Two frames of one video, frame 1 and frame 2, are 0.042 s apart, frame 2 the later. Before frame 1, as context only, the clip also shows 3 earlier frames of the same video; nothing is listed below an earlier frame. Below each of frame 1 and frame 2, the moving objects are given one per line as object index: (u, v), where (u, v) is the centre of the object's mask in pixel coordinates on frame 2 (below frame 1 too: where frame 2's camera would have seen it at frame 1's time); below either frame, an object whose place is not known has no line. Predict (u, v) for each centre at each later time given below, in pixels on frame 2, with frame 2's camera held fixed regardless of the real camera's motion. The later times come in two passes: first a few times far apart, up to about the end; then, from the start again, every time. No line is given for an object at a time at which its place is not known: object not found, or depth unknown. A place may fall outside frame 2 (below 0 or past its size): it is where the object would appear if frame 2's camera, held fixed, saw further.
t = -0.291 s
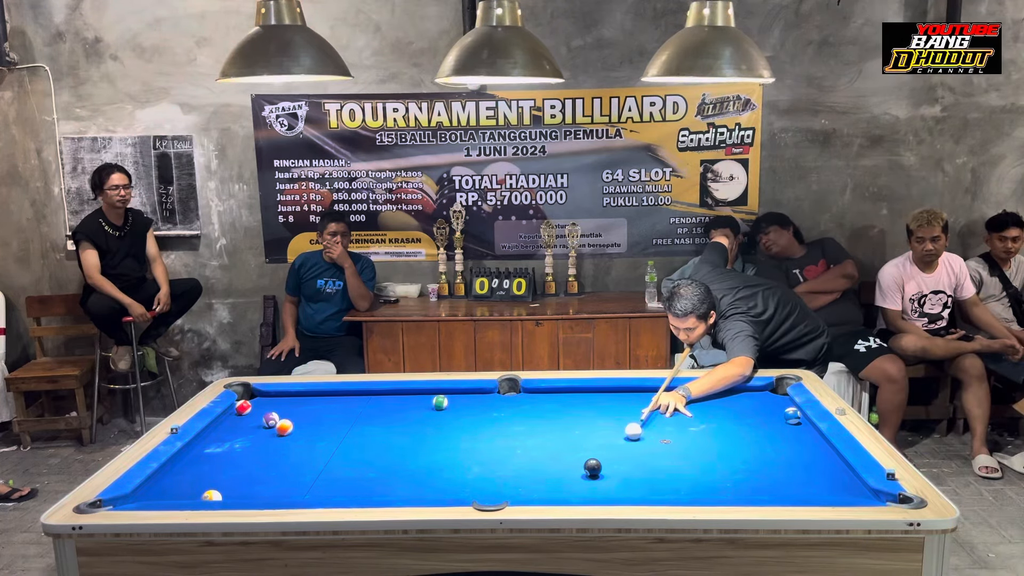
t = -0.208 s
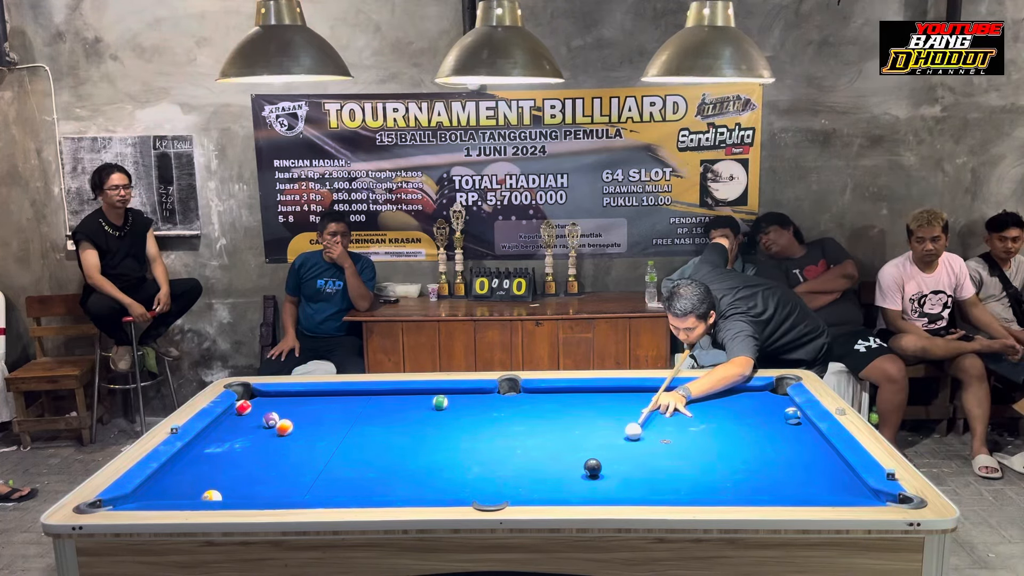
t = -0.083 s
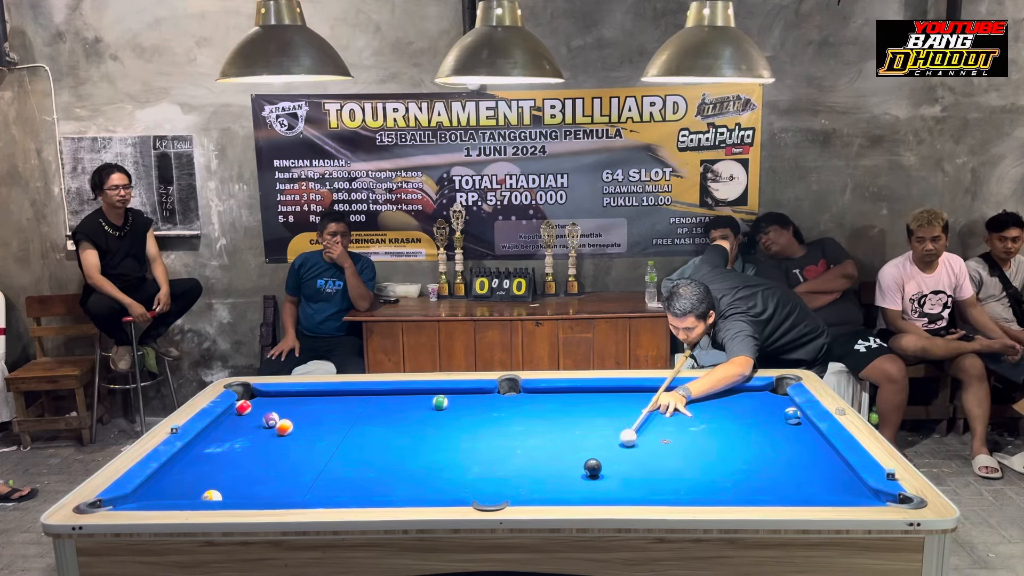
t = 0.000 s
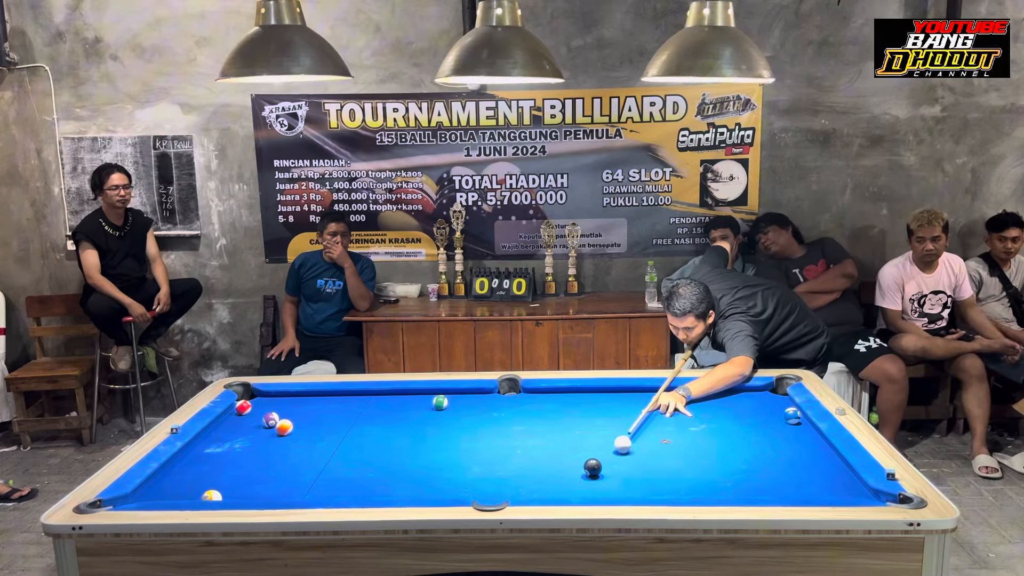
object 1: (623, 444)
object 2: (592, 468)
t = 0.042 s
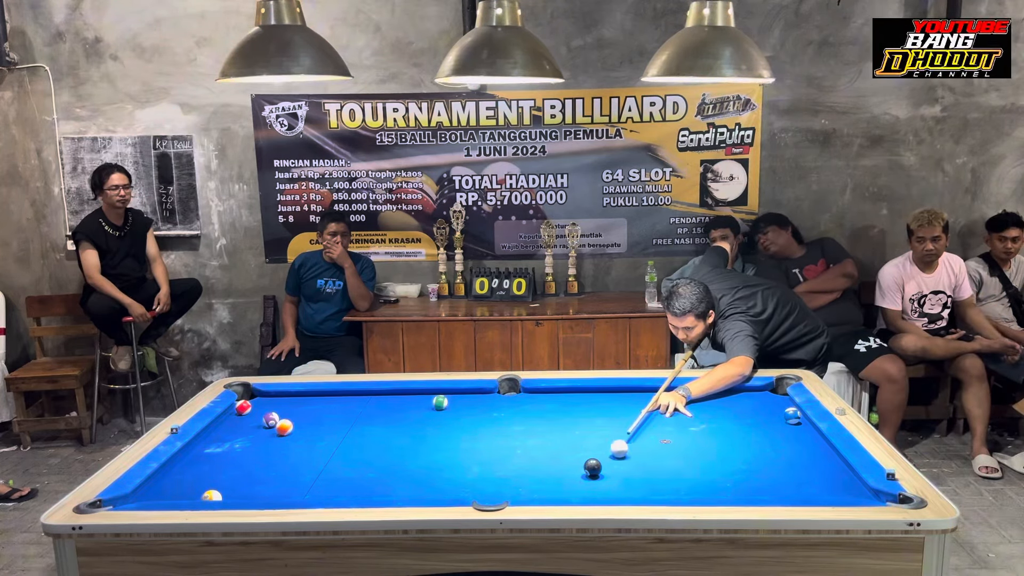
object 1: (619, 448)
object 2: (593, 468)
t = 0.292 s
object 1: (612, 467)
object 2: (582, 471)
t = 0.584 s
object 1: (627, 483)
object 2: (555, 479)
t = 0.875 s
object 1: (639, 491)
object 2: (527, 487)
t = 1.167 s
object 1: (645, 486)
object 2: (501, 495)
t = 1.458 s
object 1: (649, 479)
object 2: (485, 499)
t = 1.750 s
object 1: (652, 474)
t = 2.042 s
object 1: (655, 470)
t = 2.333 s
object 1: (656, 467)
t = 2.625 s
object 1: (656, 464)
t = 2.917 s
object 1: (655, 463)
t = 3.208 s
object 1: (654, 463)
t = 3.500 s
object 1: (654, 463)
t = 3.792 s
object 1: (654, 463)
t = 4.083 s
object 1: (654, 462)
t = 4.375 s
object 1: (654, 462)
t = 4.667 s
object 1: (654, 463)
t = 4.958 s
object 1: (654, 463)
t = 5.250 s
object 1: (654, 463)
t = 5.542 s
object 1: (654, 463)
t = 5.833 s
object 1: (654, 463)
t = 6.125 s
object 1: (654, 463)
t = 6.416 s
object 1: (654, 463)
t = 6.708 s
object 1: (654, 463)
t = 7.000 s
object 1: (654, 463)
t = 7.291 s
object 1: (654, 463)
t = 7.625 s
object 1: (654, 463)
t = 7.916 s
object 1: (654, 463)
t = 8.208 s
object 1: (654, 463)
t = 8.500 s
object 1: (654, 463)
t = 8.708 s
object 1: (654, 463)
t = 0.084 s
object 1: (617, 451)
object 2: (593, 468)
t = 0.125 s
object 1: (613, 456)
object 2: (593, 468)
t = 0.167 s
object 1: (611, 458)
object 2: (592, 468)
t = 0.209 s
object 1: (608, 463)
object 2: (592, 468)
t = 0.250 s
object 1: (610, 465)
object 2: (588, 469)
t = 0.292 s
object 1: (612, 467)
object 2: (582, 471)
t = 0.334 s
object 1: (614, 469)
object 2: (579, 472)
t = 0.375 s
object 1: (617, 472)
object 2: (574, 473)
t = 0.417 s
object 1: (618, 474)
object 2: (571, 474)
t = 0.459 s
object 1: (621, 476)
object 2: (566, 476)
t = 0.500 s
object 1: (622, 478)
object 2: (563, 477)
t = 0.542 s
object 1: (625, 481)
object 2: (558, 478)
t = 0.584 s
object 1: (627, 483)
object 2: (555, 479)
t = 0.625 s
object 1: (629, 486)
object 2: (550, 481)
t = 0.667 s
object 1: (630, 487)
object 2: (547, 482)
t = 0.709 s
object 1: (633, 489)
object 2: (542, 484)
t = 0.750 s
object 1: (634, 490)
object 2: (540, 484)
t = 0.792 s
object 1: (637, 491)
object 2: (535, 486)
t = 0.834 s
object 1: (638, 492)
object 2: (532, 486)
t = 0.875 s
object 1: (639, 491)
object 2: (527, 487)
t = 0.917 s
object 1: (640, 490)
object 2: (524, 488)
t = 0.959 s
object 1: (641, 490)
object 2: (519, 490)
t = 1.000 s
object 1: (641, 489)
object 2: (516, 490)
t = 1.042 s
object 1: (642, 488)
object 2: (512, 492)
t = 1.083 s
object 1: (643, 488)
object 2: (508, 492)
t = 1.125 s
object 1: (644, 487)
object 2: (504, 494)
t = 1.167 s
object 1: (645, 486)
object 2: (501, 495)
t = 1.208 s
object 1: (645, 485)
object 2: (497, 496)
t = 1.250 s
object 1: (646, 484)
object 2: (494, 497)
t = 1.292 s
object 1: (646, 483)
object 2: (490, 498)
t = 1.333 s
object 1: (647, 482)
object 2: (487, 498)
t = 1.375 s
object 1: (648, 481)
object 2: (483, 499)
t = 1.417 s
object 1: (648, 480)
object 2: (483, 499)
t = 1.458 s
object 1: (649, 479)
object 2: (485, 499)
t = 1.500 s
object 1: (650, 479)
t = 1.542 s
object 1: (650, 478)
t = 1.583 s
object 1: (650, 477)
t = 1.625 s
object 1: (651, 476)
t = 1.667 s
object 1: (652, 476)
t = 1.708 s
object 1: (652, 475)
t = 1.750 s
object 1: (652, 474)
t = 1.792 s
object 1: (653, 473)
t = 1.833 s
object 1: (653, 473)
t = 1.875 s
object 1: (654, 472)
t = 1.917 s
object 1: (654, 472)
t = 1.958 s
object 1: (654, 471)
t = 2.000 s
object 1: (655, 471)
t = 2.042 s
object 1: (655, 470)
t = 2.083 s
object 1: (655, 470)
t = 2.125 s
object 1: (655, 469)
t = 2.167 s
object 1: (655, 469)
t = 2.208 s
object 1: (655, 468)
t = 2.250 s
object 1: (655, 468)
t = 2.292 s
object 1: (656, 467)
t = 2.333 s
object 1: (656, 467)
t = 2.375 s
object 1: (656, 466)
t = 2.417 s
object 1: (656, 466)
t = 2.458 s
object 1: (656, 466)
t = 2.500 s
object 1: (656, 465)
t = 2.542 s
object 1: (656, 465)
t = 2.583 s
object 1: (656, 465)
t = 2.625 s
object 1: (656, 464)
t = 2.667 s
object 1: (656, 464)
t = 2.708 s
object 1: (655, 464)
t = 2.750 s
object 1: (655, 464)
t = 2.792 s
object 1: (655, 464)
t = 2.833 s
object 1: (655, 464)
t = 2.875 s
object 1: (655, 463)
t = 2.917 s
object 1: (655, 463)
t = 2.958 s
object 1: (655, 463)
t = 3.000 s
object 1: (655, 463)
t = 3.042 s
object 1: (655, 463)
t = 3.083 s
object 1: (654, 463)
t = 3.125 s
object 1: (654, 463)
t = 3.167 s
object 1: (654, 463)
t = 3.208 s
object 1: (654, 463)
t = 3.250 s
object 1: (654, 463)
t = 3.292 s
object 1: (654, 463)
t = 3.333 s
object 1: (654, 463)
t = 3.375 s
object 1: (654, 463)
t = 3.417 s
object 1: (654, 463)
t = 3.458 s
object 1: (654, 463)
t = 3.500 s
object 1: (654, 463)
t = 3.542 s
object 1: (654, 463)
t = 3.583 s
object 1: (654, 463)
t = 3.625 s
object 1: (654, 463)
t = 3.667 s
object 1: (654, 463)
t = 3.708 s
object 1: (654, 463)
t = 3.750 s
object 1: (654, 463)
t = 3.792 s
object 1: (654, 463)
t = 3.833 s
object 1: (654, 463)
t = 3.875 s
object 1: (654, 463)
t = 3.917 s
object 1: (654, 463)
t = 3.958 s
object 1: (654, 462)
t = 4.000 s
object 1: (654, 463)
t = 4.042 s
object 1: (654, 462)
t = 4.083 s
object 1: (654, 462)
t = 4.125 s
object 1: (654, 463)
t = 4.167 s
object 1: (654, 462)
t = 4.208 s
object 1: (654, 462)
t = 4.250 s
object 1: (654, 463)
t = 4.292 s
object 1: (654, 462)
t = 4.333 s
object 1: (654, 462)
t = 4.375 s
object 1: (654, 462)
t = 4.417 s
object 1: (654, 462)
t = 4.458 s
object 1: (654, 462)
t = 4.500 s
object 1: (654, 462)
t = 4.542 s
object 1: (654, 462)
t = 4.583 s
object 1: (654, 462)
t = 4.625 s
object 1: (654, 463)
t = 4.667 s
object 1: (654, 463)
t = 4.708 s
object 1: (654, 463)
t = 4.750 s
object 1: (654, 463)
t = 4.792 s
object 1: (654, 463)
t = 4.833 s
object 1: (654, 463)
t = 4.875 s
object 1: (654, 463)
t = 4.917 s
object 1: (654, 463)
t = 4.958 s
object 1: (654, 463)
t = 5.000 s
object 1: (654, 463)
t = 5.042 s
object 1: (654, 463)
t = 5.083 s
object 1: (654, 463)
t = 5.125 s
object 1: (654, 463)
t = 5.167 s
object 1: (654, 463)
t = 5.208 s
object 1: (654, 462)
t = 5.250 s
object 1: (654, 463)
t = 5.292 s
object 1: (654, 463)
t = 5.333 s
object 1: (654, 463)
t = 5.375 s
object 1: (654, 463)
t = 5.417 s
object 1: (654, 463)
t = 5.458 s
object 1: (654, 463)
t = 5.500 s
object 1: (654, 463)
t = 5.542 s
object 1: (654, 463)
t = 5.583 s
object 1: (654, 463)
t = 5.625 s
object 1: (654, 463)
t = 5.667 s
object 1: (654, 463)
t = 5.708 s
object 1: (654, 463)
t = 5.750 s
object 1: (654, 463)
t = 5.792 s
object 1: (654, 463)
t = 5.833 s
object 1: (654, 463)
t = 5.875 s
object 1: (654, 463)
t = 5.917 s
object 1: (654, 463)
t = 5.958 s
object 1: (654, 463)
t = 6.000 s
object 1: (654, 463)
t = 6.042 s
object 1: (654, 463)
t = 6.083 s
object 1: (654, 463)
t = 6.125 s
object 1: (654, 463)
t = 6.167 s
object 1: (654, 463)
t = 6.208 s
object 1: (654, 463)
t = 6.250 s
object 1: (654, 463)
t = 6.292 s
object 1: (654, 463)
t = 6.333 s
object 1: (654, 463)
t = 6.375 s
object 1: (654, 463)
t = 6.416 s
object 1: (654, 463)
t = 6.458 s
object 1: (654, 463)
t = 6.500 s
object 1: (654, 463)
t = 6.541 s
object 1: (654, 463)
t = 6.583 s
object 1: (654, 463)
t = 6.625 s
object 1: (654, 463)
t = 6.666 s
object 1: (654, 463)
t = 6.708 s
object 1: (654, 463)
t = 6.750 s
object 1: (654, 463)
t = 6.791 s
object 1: (654, 463)
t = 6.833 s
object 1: (654, 463)
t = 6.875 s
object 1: (654, 463)
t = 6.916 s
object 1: (654, 463)
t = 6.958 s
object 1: (654, 463)
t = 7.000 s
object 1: (654, 463)
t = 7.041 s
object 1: (654, 463)
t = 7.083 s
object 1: (654, 463)
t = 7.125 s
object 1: (654, 463)
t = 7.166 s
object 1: (654, 463)
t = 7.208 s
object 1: (654, 463)
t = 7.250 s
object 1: (654, 463)
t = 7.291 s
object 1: (654, 463)
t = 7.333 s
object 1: (654, 463)
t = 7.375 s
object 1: (654, 463)
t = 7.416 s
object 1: (654, 463)
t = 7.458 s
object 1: (654, 463)
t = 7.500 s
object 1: (654, 463)
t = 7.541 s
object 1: (654, 463)
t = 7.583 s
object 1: (654, 463)
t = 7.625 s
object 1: (654, 463)
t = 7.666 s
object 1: (654, 463)
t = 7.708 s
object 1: (654, 463)
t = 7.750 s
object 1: (654, 463)
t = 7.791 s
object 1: (654, 463)
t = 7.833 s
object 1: (654, 463)
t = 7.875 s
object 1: (654, 463)
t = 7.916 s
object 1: (654, 463)
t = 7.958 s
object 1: (654, 463)
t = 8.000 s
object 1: (654, 463)
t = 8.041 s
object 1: (654, 463)
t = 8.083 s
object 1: (654, 463)
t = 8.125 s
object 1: (654, 463)
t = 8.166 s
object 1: (654, 463)
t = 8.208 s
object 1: (654, 463)
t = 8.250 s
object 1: (654, 463)
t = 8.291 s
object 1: (654, 463)
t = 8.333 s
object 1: (654, 463)
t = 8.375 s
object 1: (654, 463)
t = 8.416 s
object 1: (654, 463)
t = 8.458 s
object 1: (654, 463)
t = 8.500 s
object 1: (654, 463)
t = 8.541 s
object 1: (654, 463)
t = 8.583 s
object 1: (654, 463)
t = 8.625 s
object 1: (654, 463)
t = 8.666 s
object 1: (654, 463)
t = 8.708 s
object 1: (654, 463)
